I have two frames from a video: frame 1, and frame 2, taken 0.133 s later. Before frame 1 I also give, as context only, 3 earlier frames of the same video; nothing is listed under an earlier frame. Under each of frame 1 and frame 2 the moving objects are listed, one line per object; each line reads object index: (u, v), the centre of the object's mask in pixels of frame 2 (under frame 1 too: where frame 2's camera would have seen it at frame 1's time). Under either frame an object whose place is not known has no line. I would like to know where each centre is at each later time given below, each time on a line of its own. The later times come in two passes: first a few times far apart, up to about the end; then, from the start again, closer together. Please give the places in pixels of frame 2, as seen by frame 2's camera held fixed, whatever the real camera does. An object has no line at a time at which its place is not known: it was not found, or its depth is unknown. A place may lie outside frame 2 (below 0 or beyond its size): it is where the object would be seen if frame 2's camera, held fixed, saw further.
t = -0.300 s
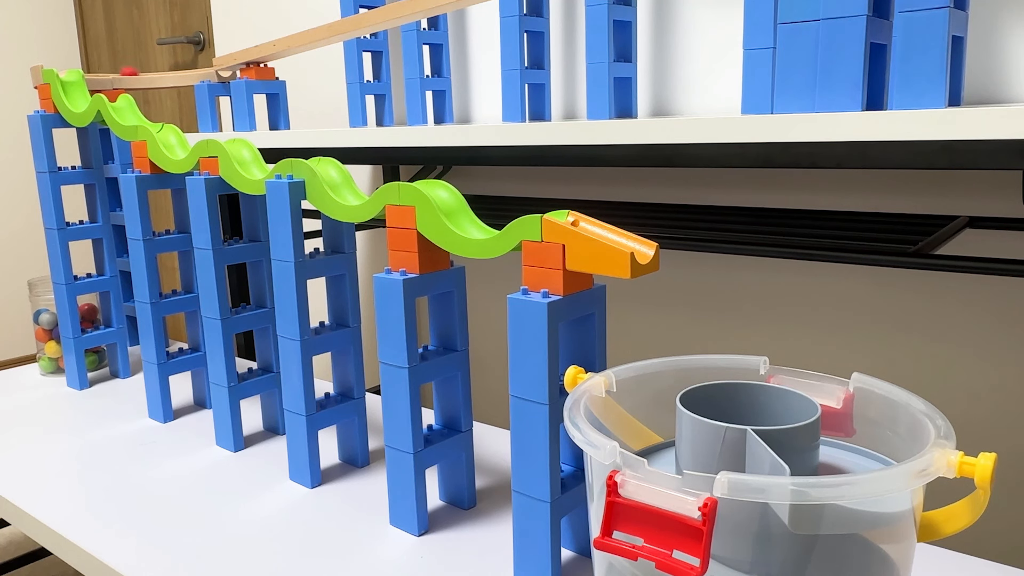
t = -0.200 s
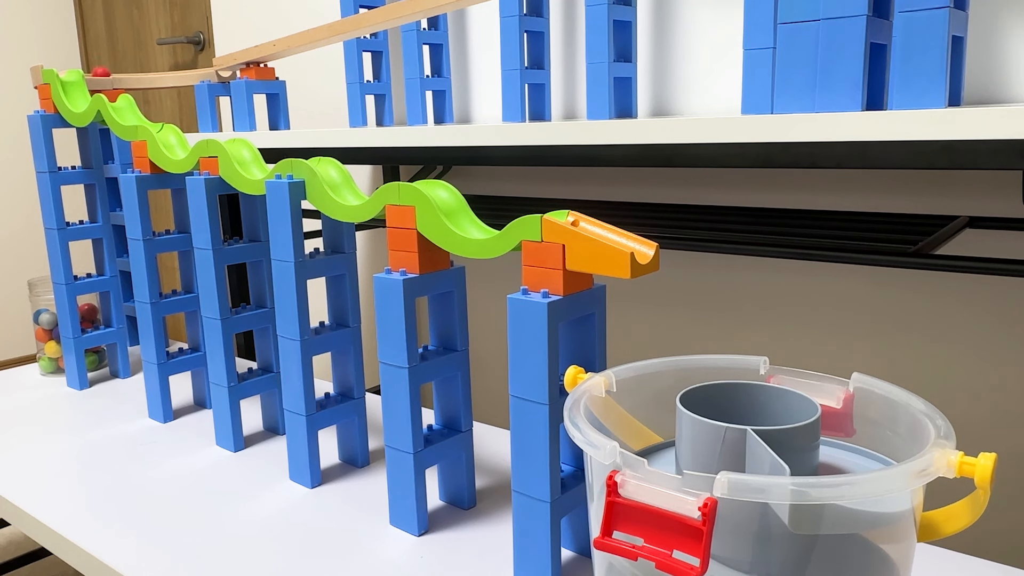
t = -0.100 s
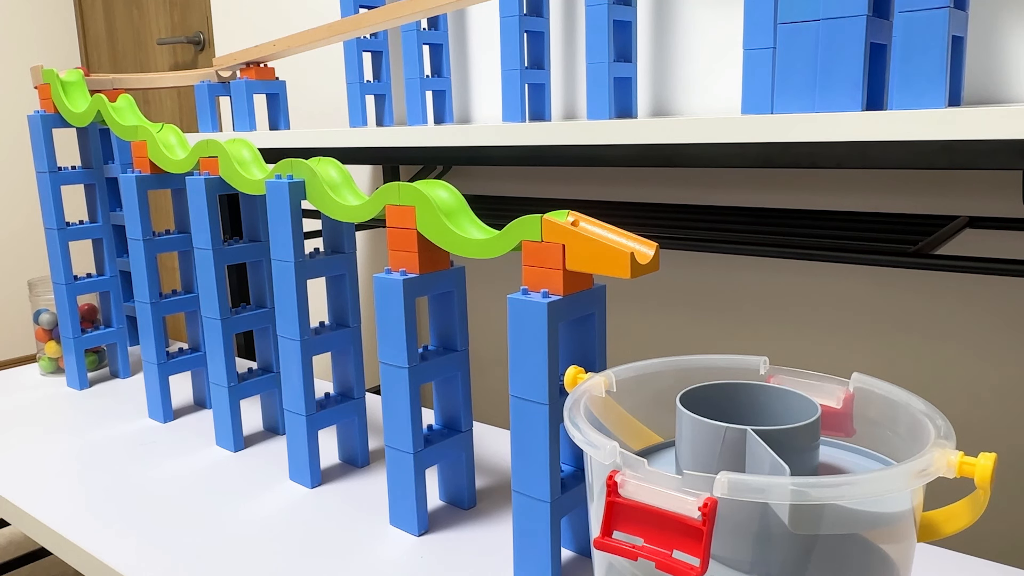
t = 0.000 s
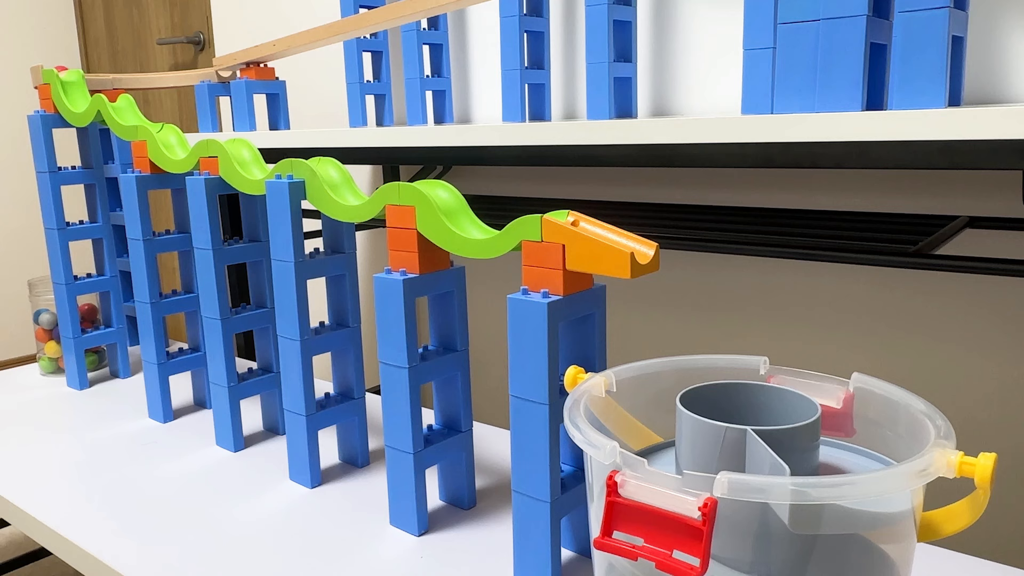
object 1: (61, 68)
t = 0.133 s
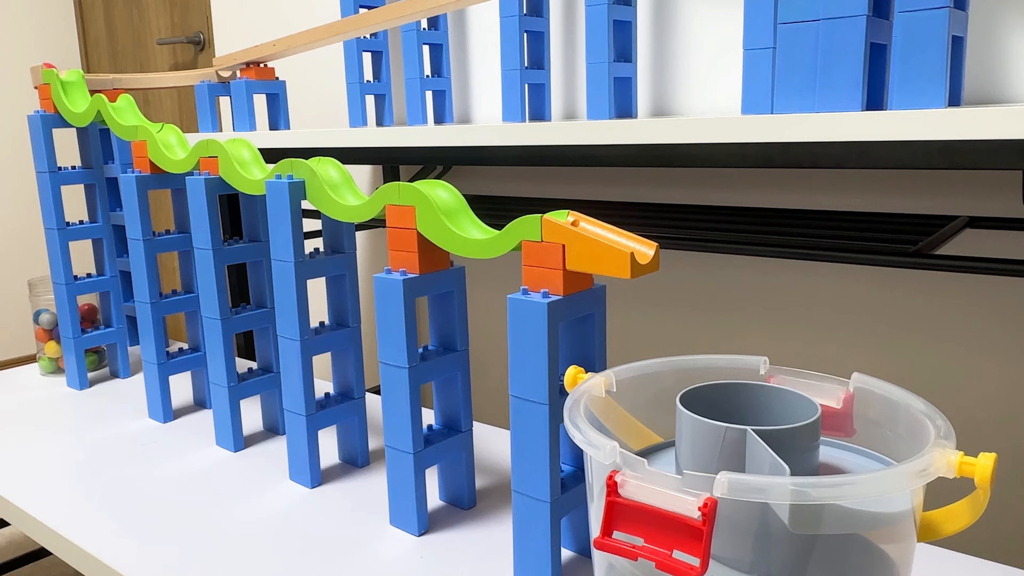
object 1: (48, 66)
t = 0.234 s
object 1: (47, 64)
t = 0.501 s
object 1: (72, 78)
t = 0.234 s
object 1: (47, 64)
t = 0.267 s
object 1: (48, 64)
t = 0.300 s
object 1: (51, 64)
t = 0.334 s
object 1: (55, 65)
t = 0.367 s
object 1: (58, 65)
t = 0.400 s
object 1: (61, 66)
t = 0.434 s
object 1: (64, 67)
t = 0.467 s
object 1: (68, 69)
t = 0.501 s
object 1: (72, 78)
